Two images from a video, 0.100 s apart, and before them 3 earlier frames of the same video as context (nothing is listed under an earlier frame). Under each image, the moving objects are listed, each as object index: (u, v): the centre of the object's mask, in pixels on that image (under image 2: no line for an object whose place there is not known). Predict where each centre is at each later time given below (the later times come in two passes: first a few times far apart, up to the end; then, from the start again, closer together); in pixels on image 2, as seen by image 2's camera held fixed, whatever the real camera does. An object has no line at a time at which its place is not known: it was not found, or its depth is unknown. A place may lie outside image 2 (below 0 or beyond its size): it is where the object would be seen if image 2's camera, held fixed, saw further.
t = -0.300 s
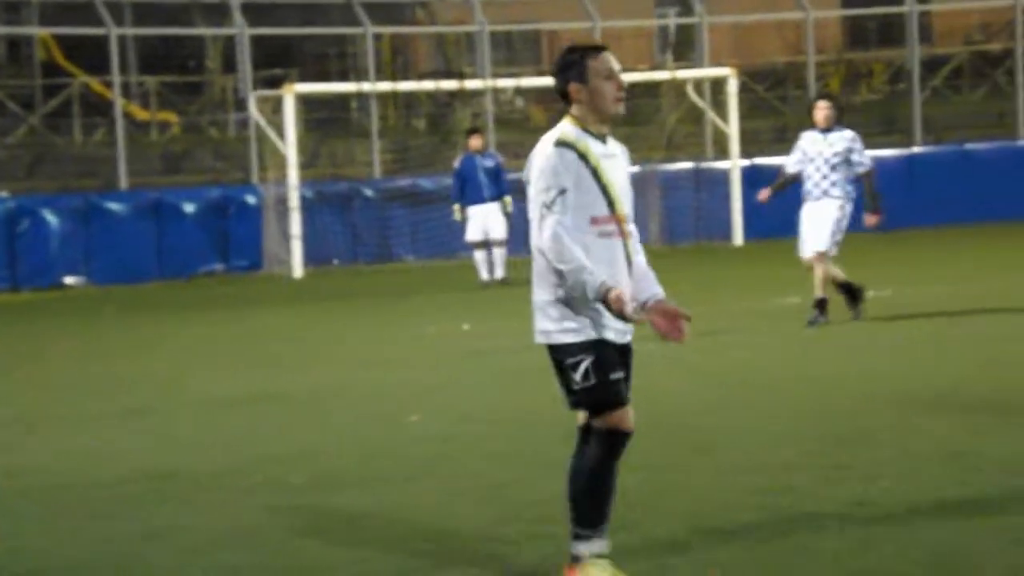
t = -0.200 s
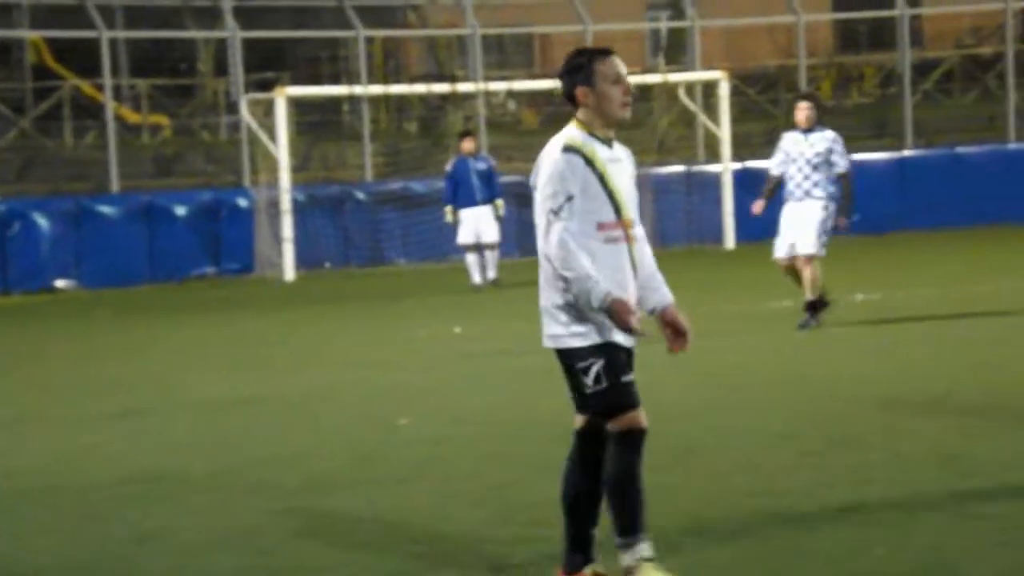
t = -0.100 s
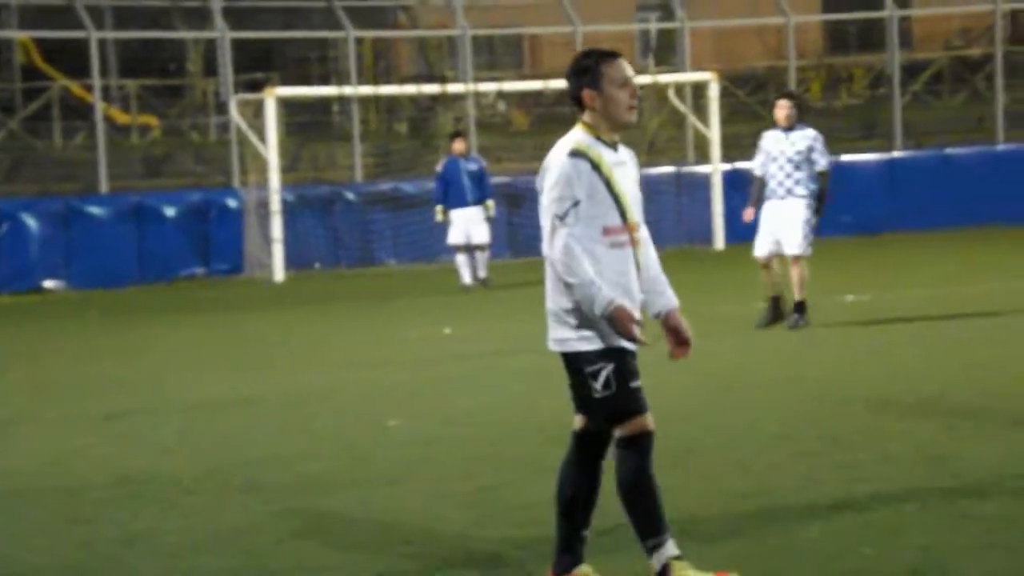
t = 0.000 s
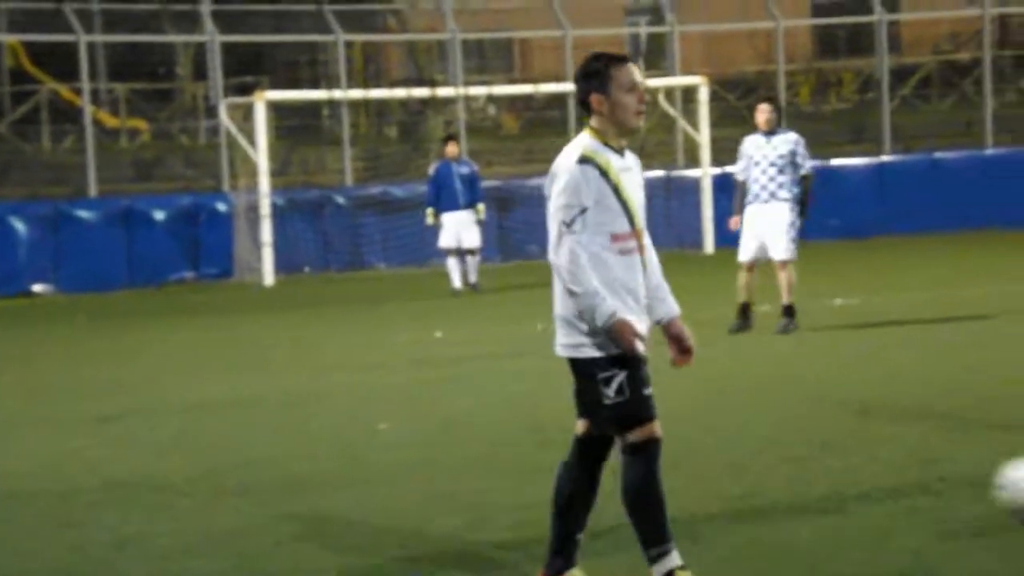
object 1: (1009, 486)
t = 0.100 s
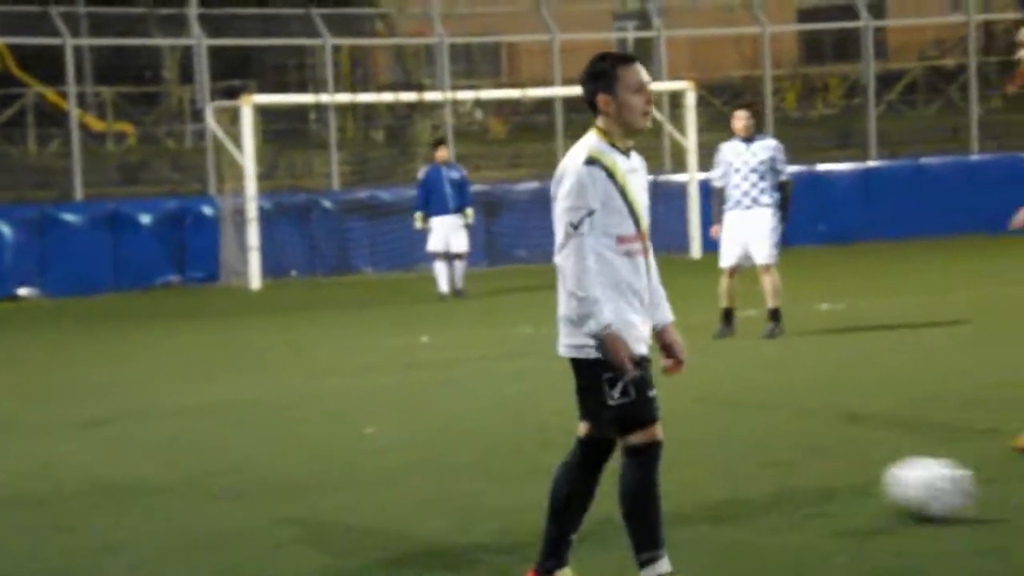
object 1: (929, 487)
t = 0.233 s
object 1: (805, 481)
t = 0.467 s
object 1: (604, 474)
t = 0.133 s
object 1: (898, 486)
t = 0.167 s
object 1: (865, 486)
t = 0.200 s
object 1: (834, 484)
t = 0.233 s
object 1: (805, 481)
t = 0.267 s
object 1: (776, 481)
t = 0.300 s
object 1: (747, 478)
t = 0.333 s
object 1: (719, 479)
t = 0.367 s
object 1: (699, 480)
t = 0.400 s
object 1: (686, 480)
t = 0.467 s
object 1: (604, 474)
